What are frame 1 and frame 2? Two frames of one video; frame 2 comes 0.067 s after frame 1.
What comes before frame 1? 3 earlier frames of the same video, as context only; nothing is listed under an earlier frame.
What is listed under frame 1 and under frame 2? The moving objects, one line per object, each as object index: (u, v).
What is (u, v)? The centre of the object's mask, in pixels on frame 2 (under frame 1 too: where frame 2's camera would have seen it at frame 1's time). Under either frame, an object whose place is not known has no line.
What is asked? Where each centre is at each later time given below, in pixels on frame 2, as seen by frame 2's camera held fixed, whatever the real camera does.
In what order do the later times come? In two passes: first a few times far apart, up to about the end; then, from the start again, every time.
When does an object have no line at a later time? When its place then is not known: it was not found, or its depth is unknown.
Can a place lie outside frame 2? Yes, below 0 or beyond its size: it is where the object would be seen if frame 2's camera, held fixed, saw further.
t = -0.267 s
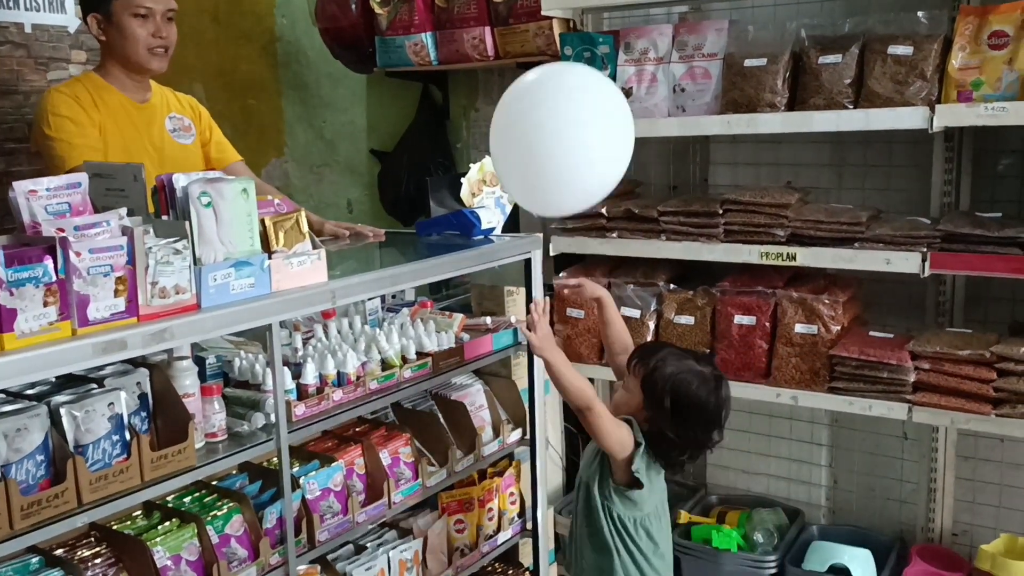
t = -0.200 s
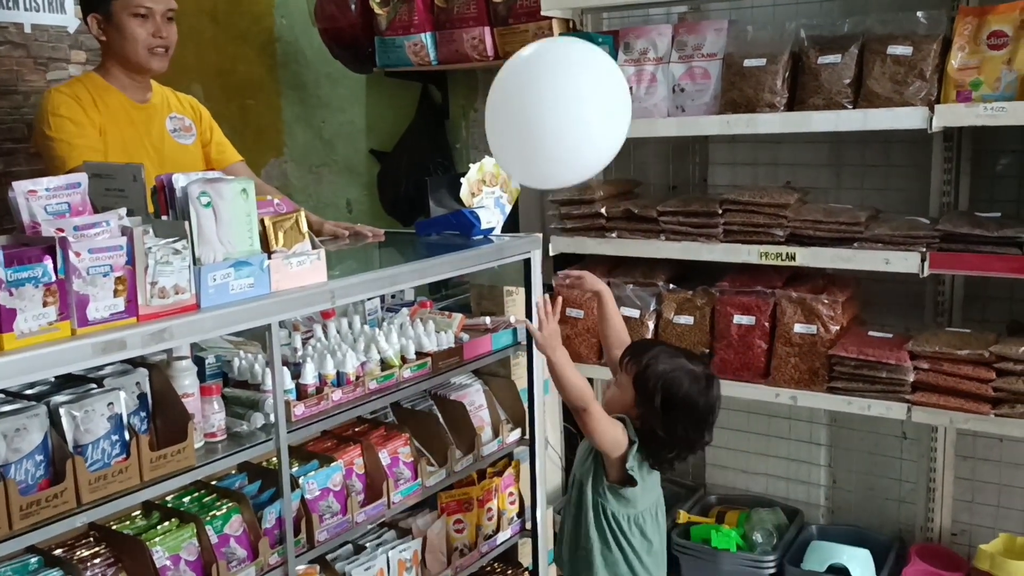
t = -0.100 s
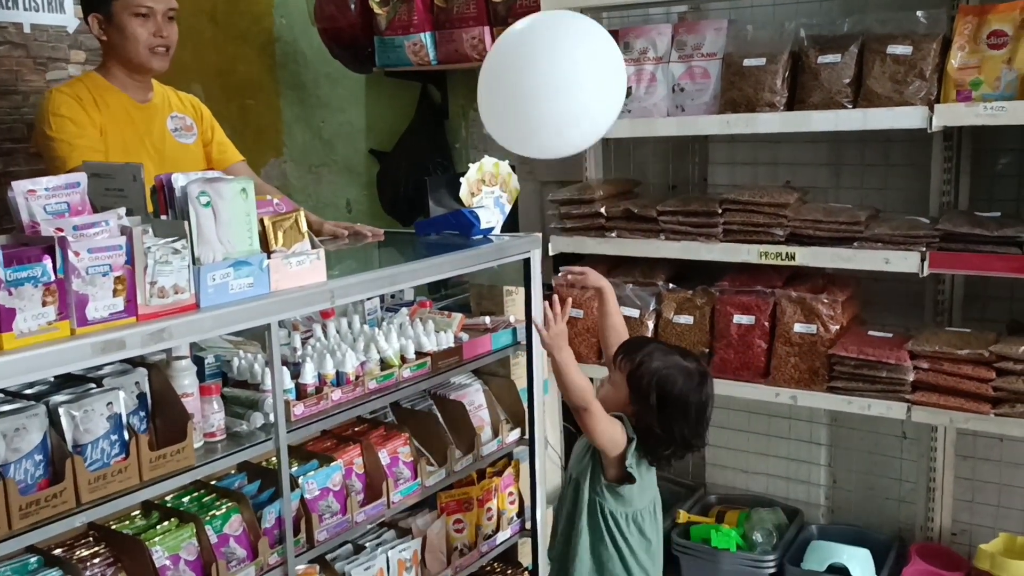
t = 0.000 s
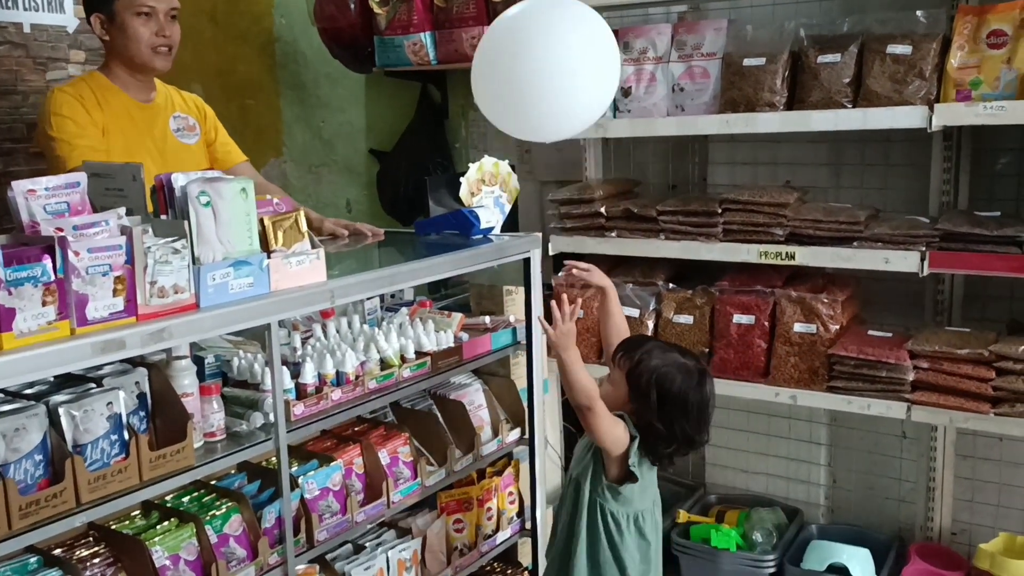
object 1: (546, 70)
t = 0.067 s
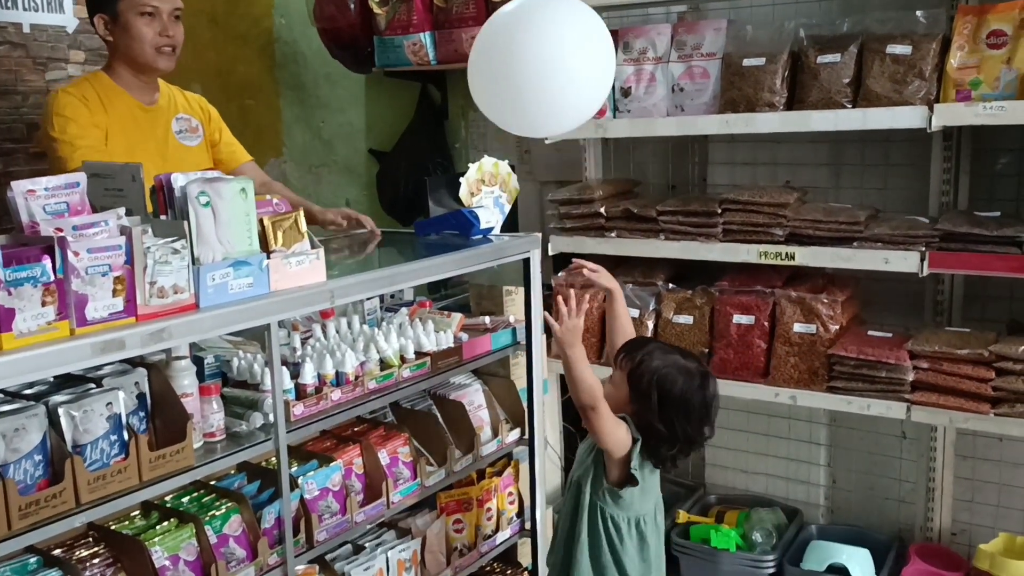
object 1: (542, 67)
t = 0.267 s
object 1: (528, 81)
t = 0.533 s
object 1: (513, 161)
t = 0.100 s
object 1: (540, 66)
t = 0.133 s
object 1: (537, 67)
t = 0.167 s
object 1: (535, 69)
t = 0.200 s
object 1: (533, 71)
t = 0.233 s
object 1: (531, 75)
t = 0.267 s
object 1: (528, 81)
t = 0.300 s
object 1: (526, 87)
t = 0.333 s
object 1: (524, 94)
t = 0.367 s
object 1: (522, 103)
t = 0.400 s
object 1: (520, 112)
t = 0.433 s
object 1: (518, 123)
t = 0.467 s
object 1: (516, 134)
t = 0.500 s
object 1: (515, 147)
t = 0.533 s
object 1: (513, 161)
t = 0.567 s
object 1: (512, 175)
